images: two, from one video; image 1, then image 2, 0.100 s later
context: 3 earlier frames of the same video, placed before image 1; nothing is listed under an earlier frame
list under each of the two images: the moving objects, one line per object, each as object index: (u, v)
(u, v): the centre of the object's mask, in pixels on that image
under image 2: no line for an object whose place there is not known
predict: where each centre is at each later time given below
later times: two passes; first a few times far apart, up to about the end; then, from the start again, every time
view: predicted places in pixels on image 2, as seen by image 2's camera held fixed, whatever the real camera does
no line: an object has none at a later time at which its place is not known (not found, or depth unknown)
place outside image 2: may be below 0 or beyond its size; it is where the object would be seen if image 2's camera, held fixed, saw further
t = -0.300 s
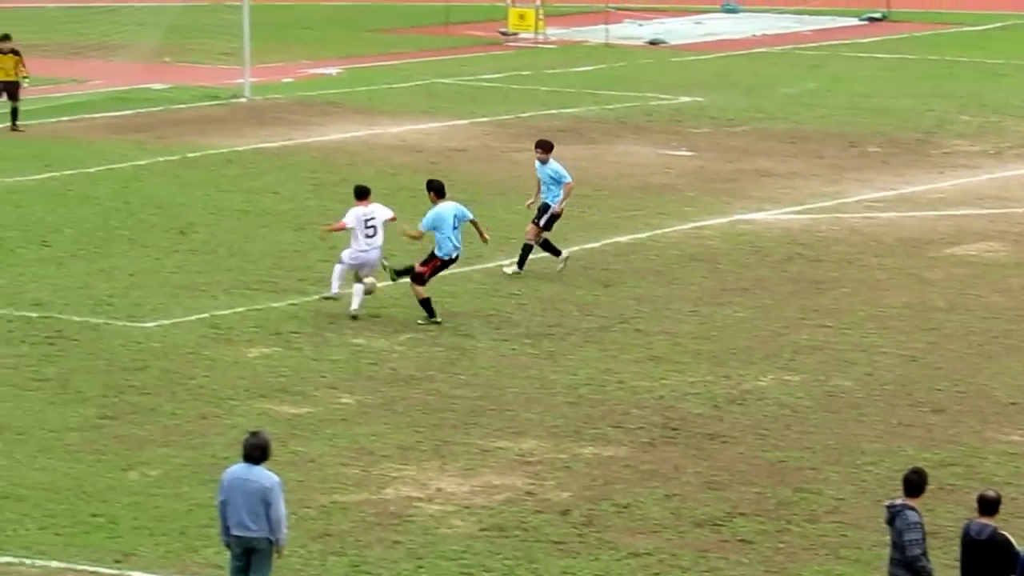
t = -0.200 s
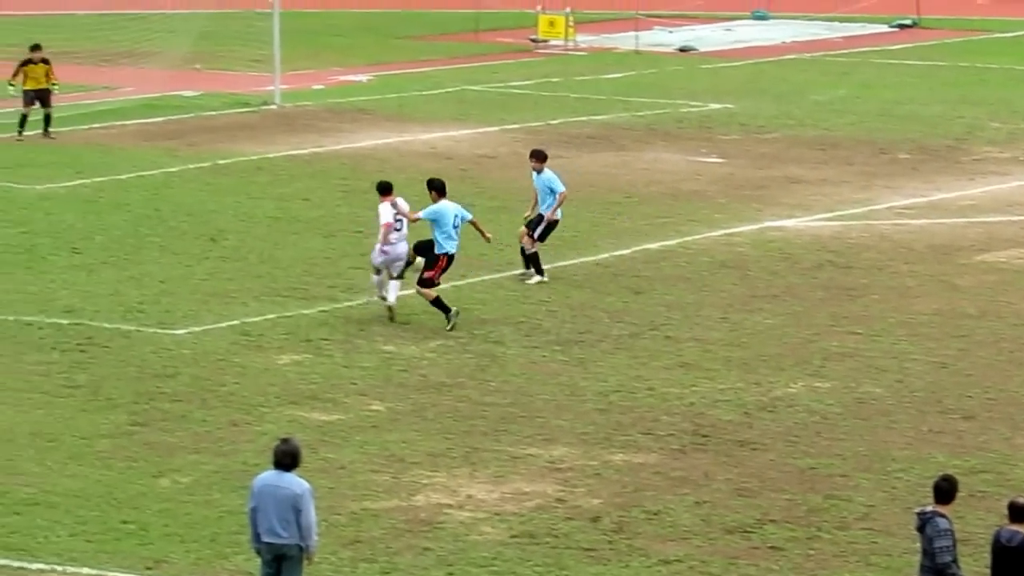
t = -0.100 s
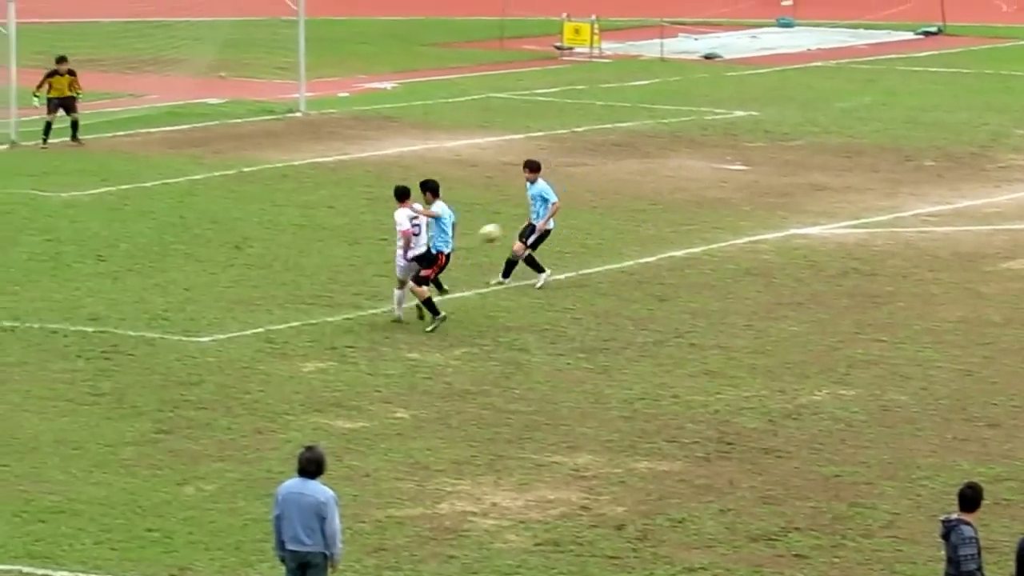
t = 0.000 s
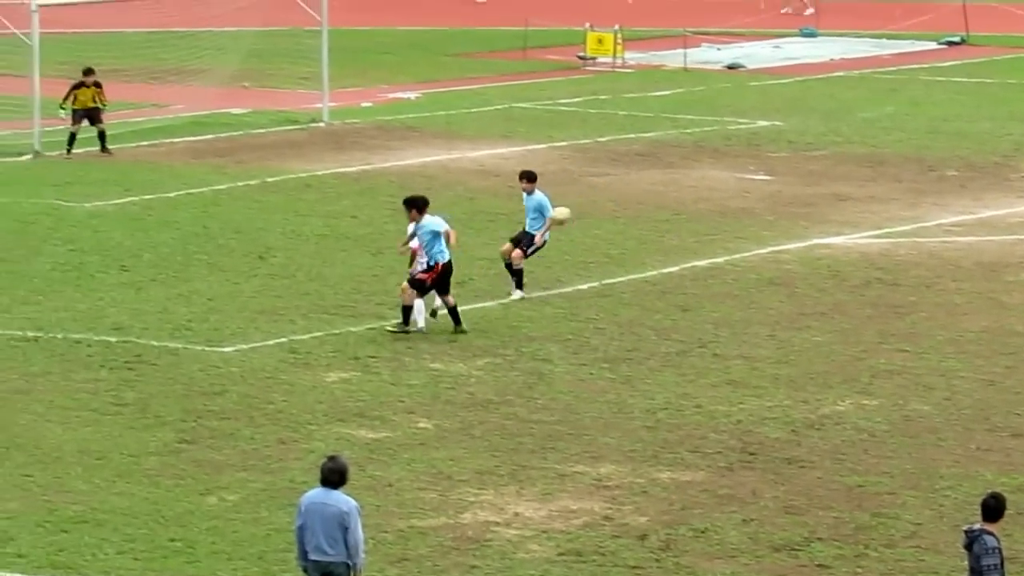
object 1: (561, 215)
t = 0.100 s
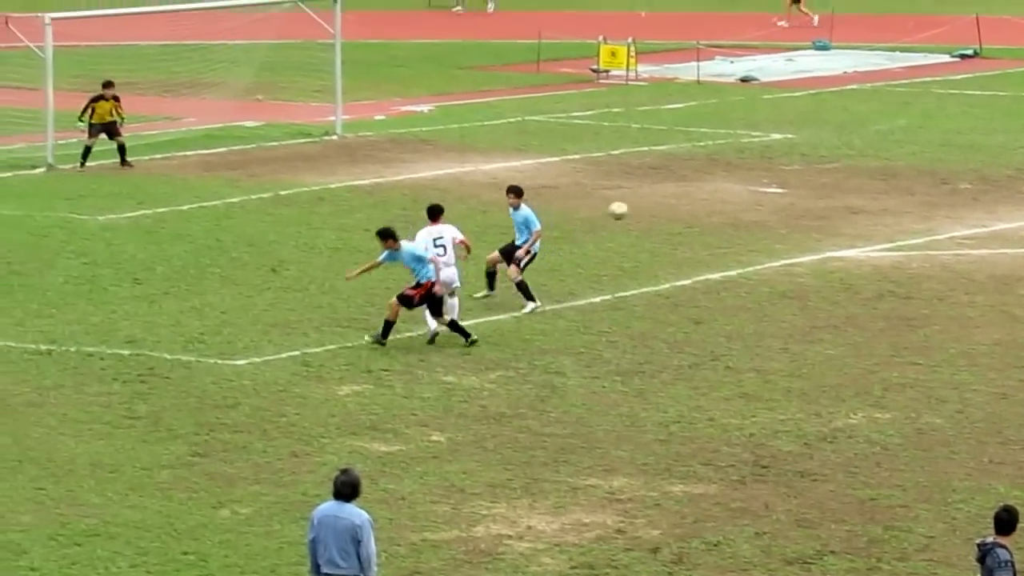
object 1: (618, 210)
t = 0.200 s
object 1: (662, 200)
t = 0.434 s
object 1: (761, 211)
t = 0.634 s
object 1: (842, 251)
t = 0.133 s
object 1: (633, 206)
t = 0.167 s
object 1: (648, 203)
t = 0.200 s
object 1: (662, 200)
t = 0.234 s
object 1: (677, 200)
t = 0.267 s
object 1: (692, 200)
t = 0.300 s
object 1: (706, 200)
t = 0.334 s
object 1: (721, 202)
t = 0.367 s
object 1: (734, 204)
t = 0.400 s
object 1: (748, 207)
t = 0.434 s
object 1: (761, 211)
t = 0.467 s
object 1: (775, 215)
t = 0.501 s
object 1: (789, 221)
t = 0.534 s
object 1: (802, 227)
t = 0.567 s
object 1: (815, 234)
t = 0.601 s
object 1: (829, 242)
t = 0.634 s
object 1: (842, 251)
